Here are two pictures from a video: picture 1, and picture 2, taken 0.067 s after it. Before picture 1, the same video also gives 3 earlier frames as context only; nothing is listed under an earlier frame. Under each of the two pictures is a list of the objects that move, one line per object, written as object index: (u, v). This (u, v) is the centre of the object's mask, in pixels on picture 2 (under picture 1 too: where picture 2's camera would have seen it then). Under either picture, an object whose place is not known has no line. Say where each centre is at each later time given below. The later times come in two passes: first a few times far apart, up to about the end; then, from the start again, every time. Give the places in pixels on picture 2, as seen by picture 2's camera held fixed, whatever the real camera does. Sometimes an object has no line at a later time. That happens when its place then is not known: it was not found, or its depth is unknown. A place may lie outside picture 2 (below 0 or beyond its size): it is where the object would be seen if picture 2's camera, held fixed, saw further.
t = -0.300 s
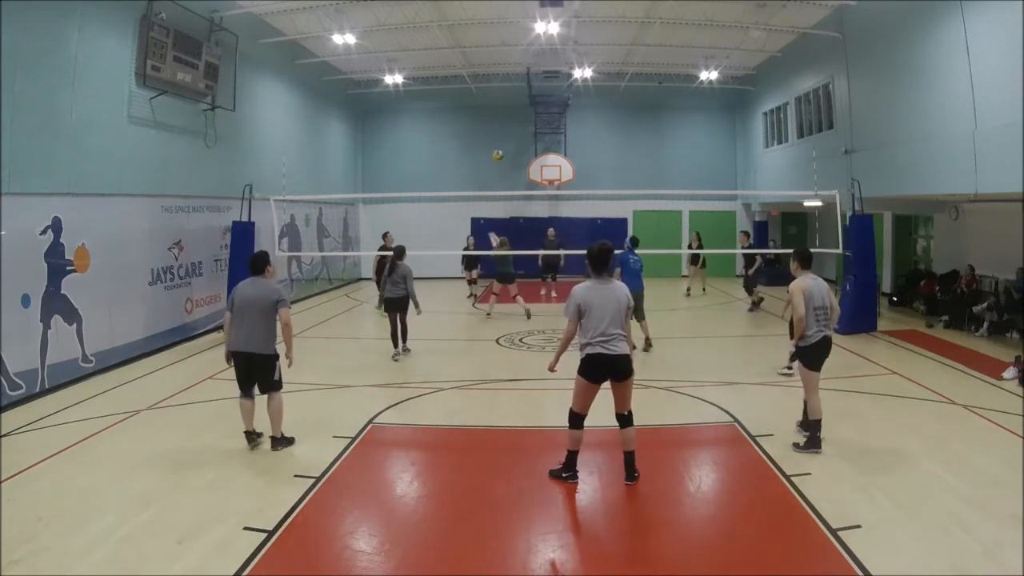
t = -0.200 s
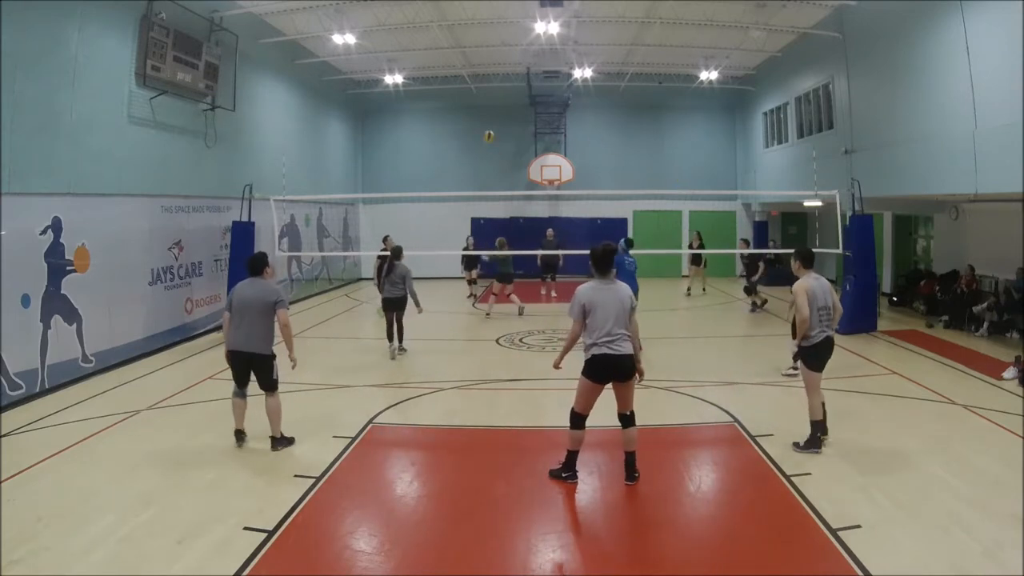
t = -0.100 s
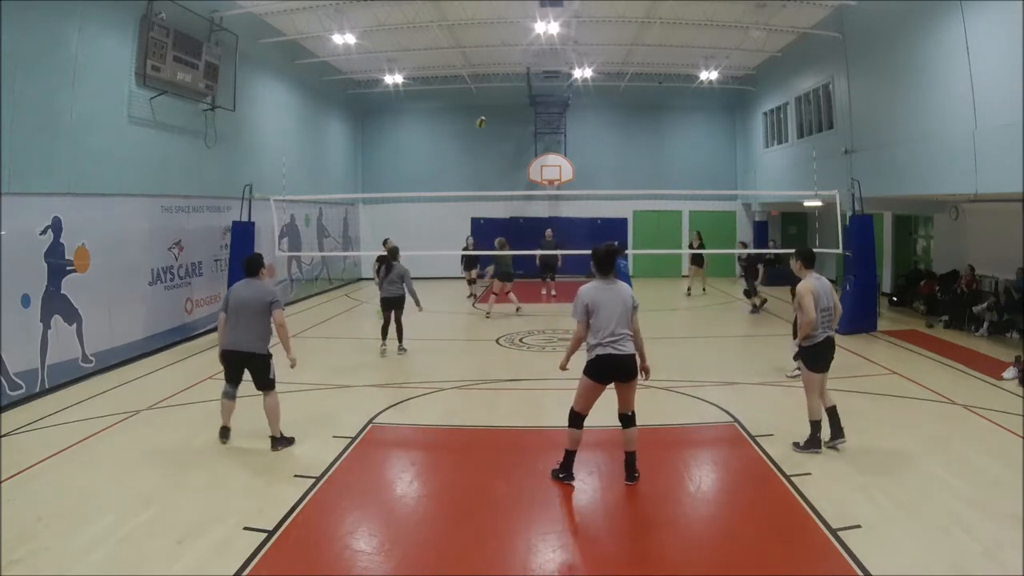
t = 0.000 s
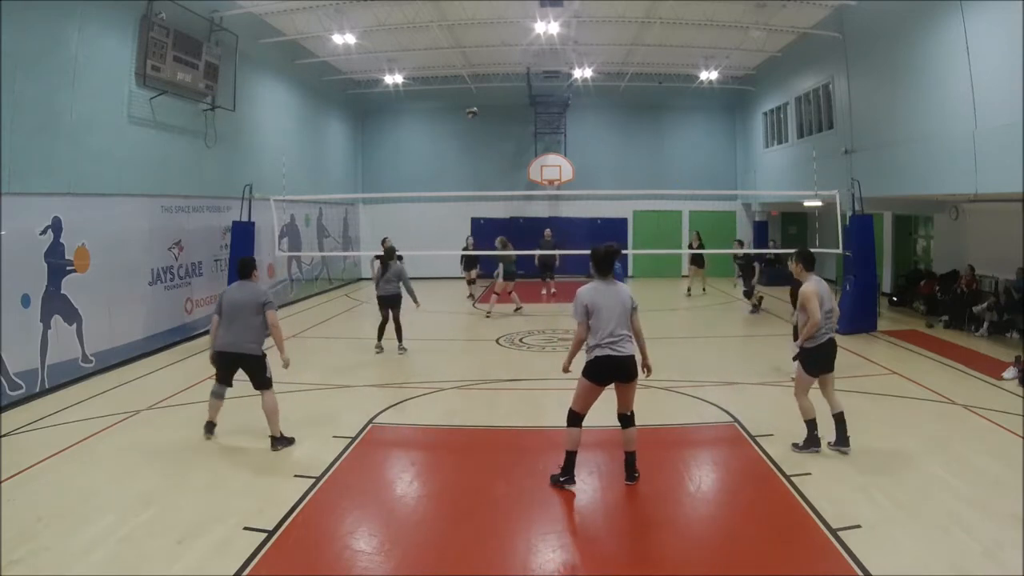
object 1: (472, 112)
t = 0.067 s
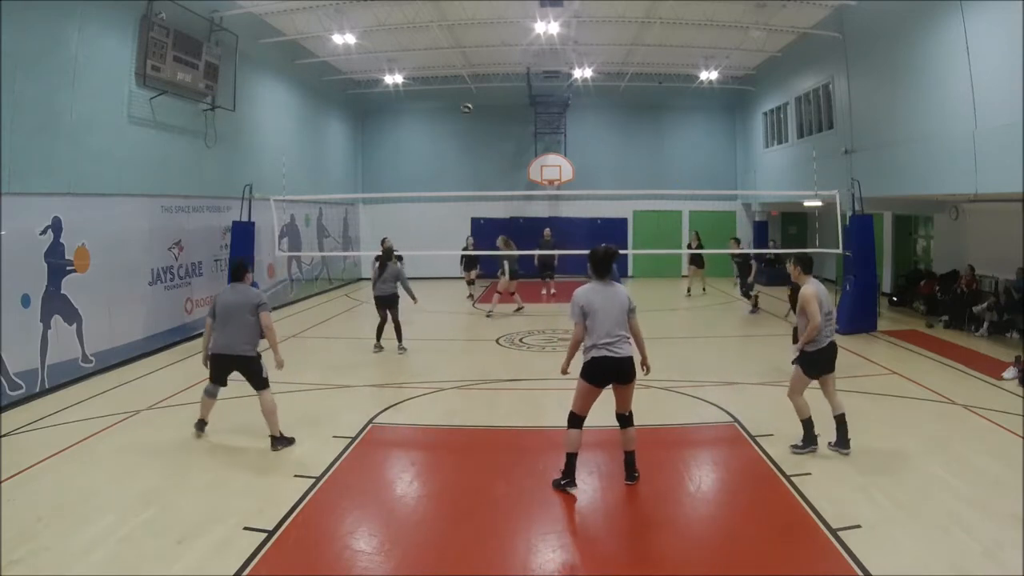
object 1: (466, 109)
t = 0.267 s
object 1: (449, 112)
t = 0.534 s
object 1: (427, 151)
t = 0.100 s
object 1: (463, 107)
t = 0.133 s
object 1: (461, 107)
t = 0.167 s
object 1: (458, 108)
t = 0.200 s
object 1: (455, 108)
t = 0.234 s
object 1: (452, 110)
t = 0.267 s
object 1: (449, 112)
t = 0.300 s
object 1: (447, 114)
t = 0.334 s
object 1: (444, 117)
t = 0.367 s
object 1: (441, 121)
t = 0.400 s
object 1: (438, 126)
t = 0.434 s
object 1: (435, 131)
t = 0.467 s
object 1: (432, 137)
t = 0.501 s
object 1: (429, 143)
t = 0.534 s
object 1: (427, 151)
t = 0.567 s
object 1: (424, 159)
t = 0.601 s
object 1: (421, 167)
